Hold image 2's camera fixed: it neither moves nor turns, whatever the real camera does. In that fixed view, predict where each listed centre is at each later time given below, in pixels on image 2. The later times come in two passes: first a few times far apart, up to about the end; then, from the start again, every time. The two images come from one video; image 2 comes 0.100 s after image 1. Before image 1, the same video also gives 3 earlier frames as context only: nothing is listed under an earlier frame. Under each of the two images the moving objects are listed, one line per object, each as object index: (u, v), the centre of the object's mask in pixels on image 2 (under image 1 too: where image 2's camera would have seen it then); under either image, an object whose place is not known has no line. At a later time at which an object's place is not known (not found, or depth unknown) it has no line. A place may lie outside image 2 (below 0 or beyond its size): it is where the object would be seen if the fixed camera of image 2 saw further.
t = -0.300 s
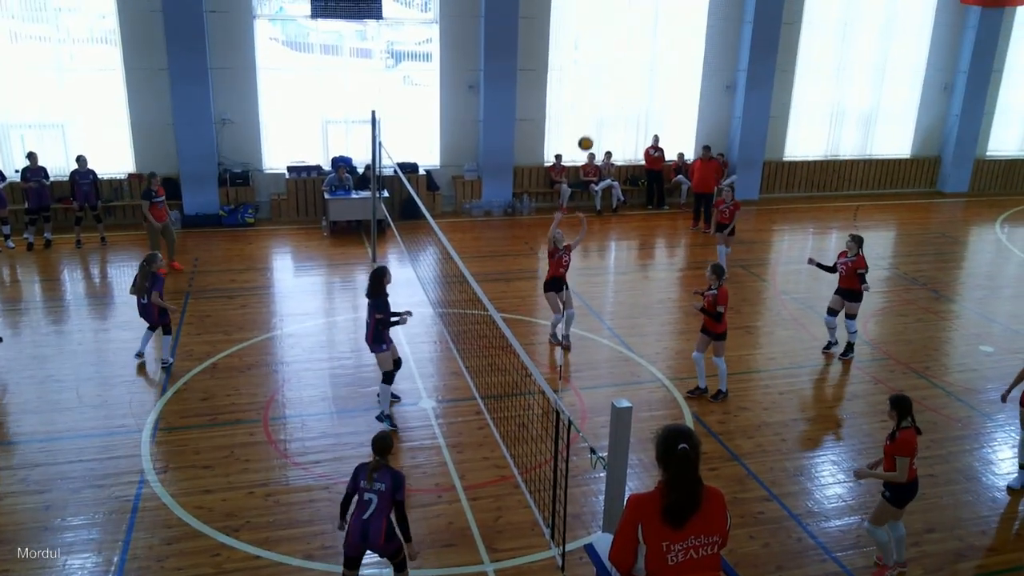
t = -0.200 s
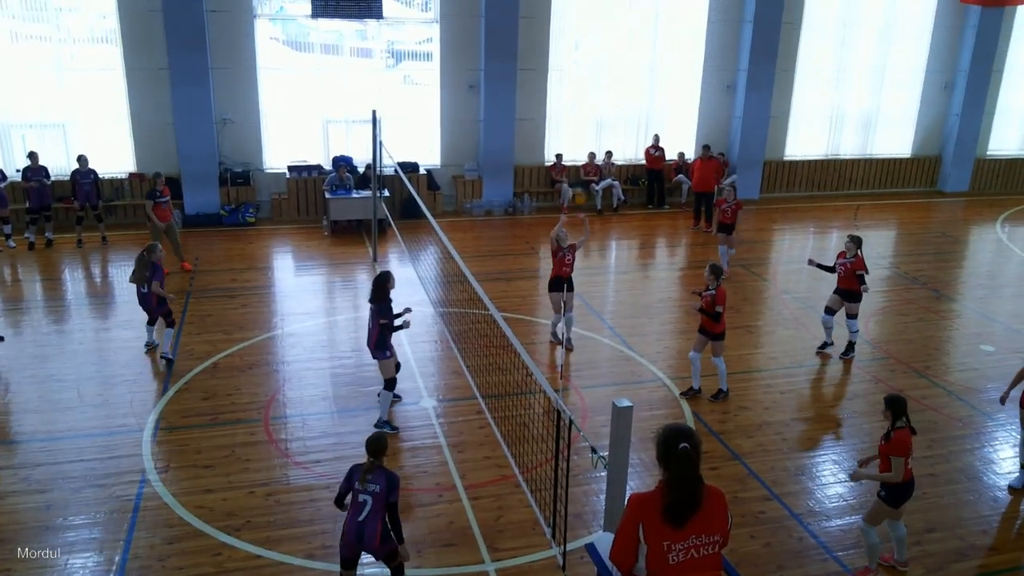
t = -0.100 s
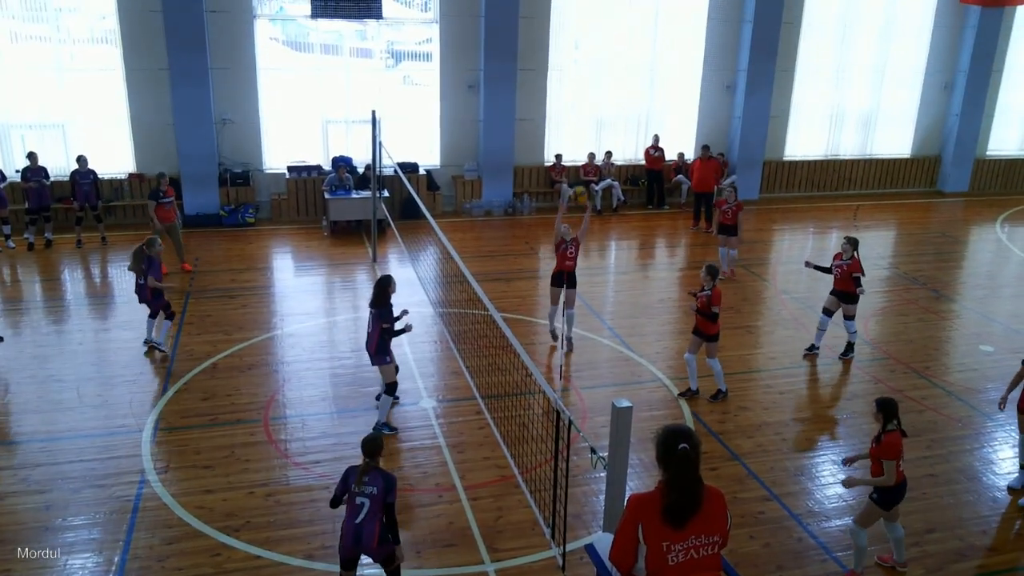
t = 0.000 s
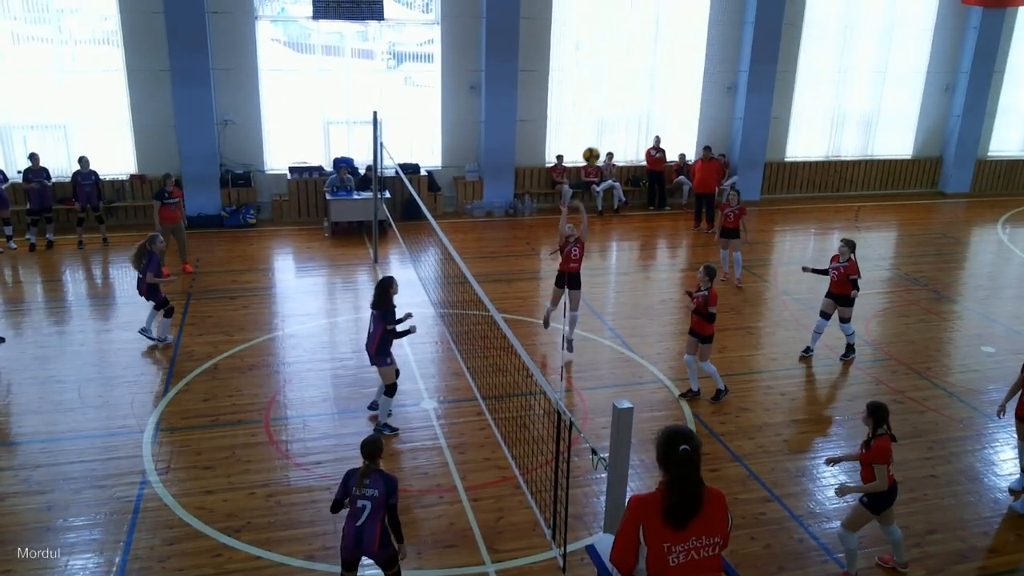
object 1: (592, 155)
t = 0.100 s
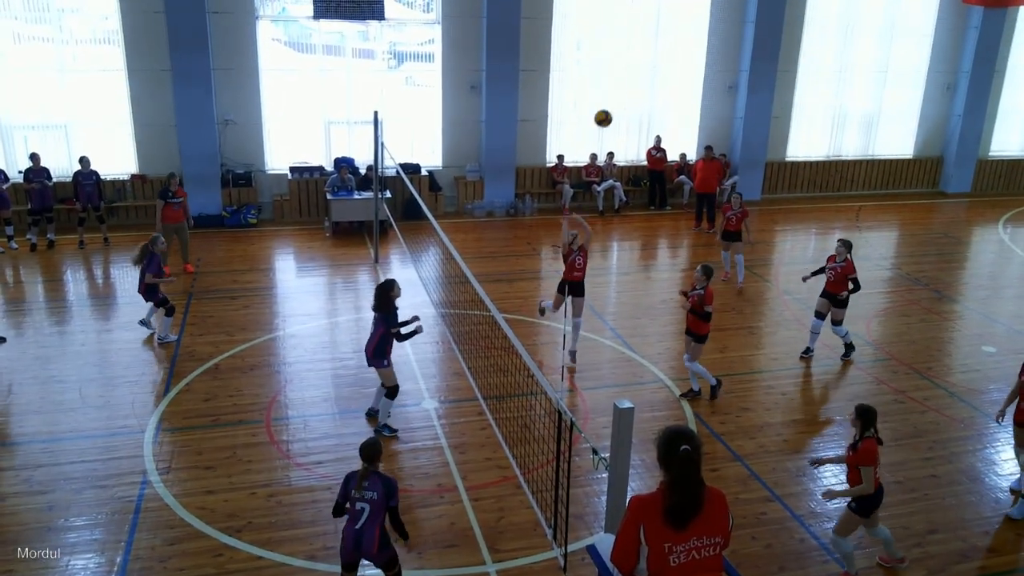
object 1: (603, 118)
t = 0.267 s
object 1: (624, 69)
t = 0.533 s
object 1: (659, 37)
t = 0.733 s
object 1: (686, 64)
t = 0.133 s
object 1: (607, 107)
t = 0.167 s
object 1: (611, 96)
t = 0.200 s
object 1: (615, 86)
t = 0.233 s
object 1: (619, 78)
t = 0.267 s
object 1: (624, 69)
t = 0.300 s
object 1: (628, 62)
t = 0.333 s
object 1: (632, 56)
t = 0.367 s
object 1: (637, 50)
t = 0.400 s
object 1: (641, 45)
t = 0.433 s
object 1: (646, 42)
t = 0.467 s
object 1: (650, 39)
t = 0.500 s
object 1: (655, 38)
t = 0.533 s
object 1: (659, 37)
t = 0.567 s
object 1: (664, 39)
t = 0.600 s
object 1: (668, 41)
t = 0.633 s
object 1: (673, 44)
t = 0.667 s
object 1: (678, 49)
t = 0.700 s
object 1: (682, 56)
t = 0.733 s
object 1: (686, 64)
